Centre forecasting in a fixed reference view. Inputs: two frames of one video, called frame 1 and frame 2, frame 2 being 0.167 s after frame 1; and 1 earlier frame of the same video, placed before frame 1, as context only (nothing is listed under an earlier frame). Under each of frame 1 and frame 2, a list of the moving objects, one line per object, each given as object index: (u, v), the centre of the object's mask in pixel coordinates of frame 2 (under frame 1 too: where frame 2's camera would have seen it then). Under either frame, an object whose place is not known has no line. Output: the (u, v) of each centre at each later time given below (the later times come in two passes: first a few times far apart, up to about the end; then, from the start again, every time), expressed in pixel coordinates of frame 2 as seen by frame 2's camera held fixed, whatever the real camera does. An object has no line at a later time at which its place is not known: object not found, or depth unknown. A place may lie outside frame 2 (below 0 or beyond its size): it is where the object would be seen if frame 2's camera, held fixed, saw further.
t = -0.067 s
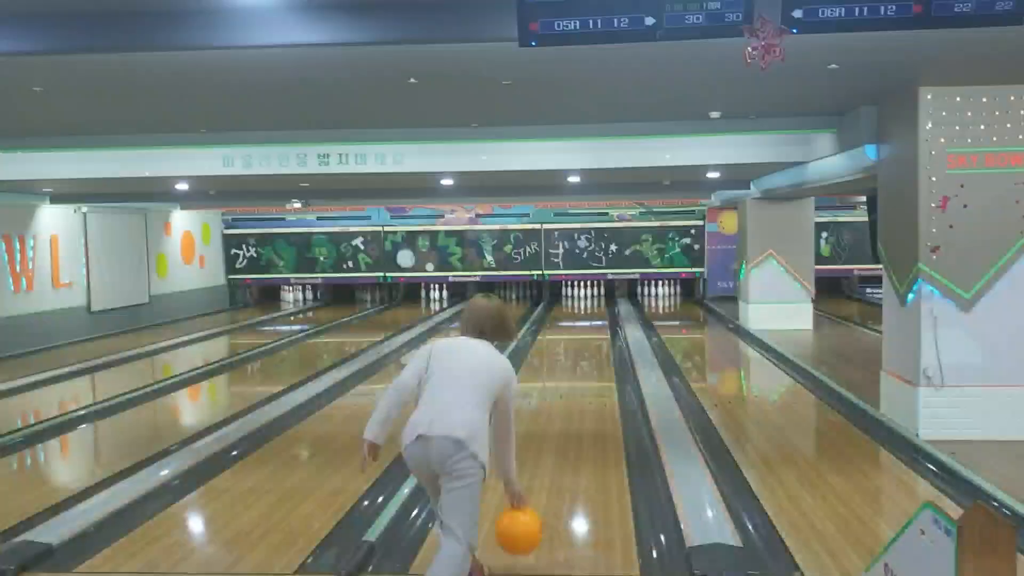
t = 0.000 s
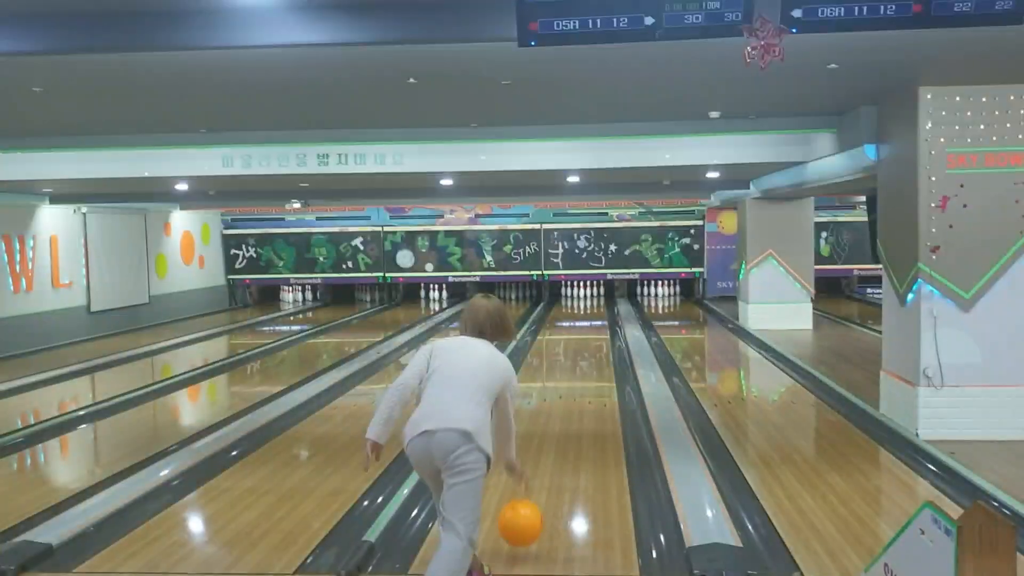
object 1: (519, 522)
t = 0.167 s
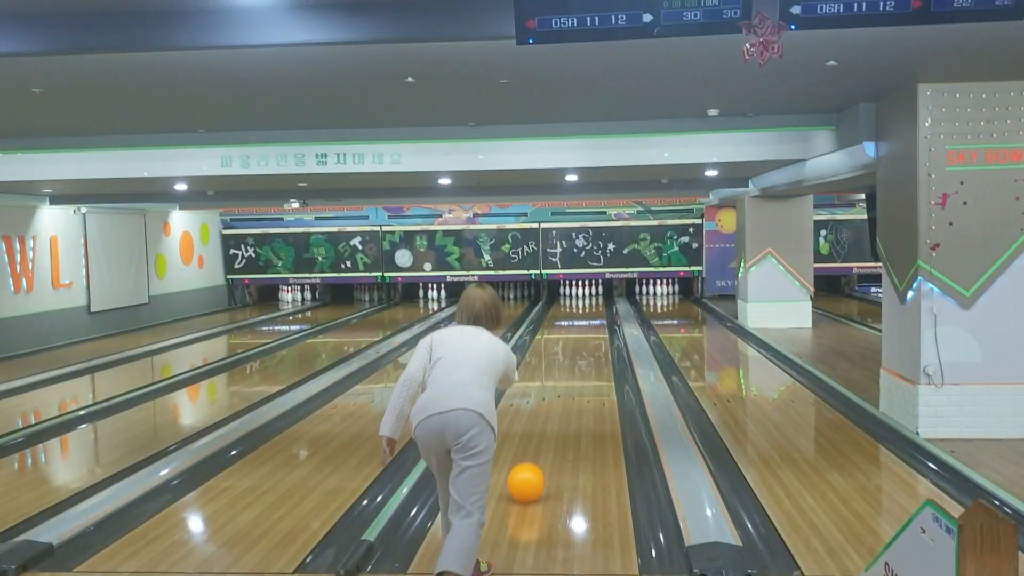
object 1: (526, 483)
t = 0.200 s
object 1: (526, 474)
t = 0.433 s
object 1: (533, 429)
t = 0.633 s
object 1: (536, 402)
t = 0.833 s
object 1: (538, 382)
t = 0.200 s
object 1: (526, 474)
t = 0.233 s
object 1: (527, 467)
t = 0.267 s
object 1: (528, 460)
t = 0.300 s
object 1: (529, 453)
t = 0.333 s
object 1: (530, 446)
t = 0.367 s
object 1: (531, 440)
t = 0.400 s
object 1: (532, 435)
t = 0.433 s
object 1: (533, 429)
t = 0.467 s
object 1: (533, 424)
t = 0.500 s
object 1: (534, 419)
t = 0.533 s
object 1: (535, 414)
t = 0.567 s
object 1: (535, 410)
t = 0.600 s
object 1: (536, 406)
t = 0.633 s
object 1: (536, 402)
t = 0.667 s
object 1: (536, 399)
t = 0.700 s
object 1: (536, 395)
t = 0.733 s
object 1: (537, 391)
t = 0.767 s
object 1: (537, 388)
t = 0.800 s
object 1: (538, 385)
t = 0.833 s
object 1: (538, 382)
